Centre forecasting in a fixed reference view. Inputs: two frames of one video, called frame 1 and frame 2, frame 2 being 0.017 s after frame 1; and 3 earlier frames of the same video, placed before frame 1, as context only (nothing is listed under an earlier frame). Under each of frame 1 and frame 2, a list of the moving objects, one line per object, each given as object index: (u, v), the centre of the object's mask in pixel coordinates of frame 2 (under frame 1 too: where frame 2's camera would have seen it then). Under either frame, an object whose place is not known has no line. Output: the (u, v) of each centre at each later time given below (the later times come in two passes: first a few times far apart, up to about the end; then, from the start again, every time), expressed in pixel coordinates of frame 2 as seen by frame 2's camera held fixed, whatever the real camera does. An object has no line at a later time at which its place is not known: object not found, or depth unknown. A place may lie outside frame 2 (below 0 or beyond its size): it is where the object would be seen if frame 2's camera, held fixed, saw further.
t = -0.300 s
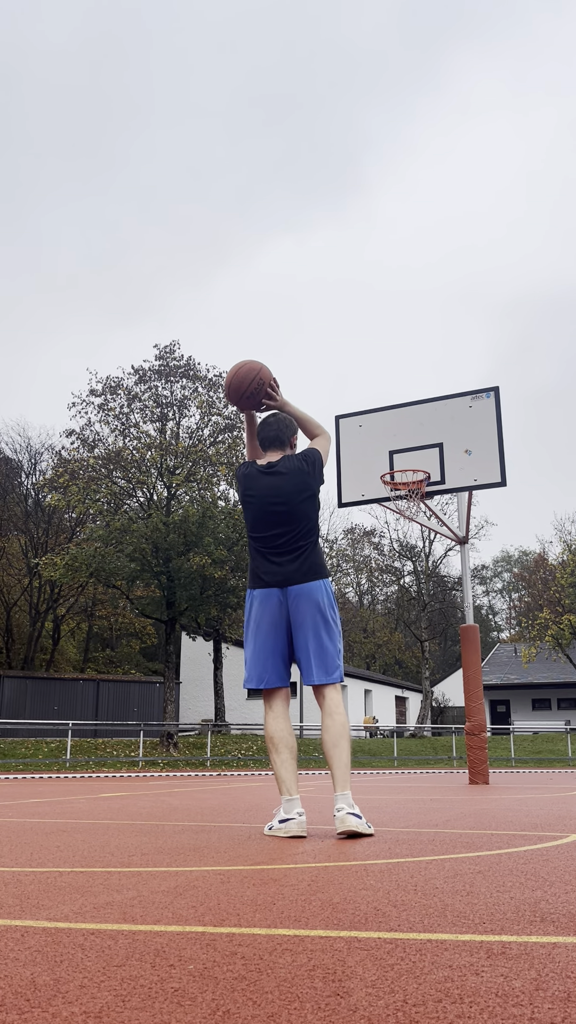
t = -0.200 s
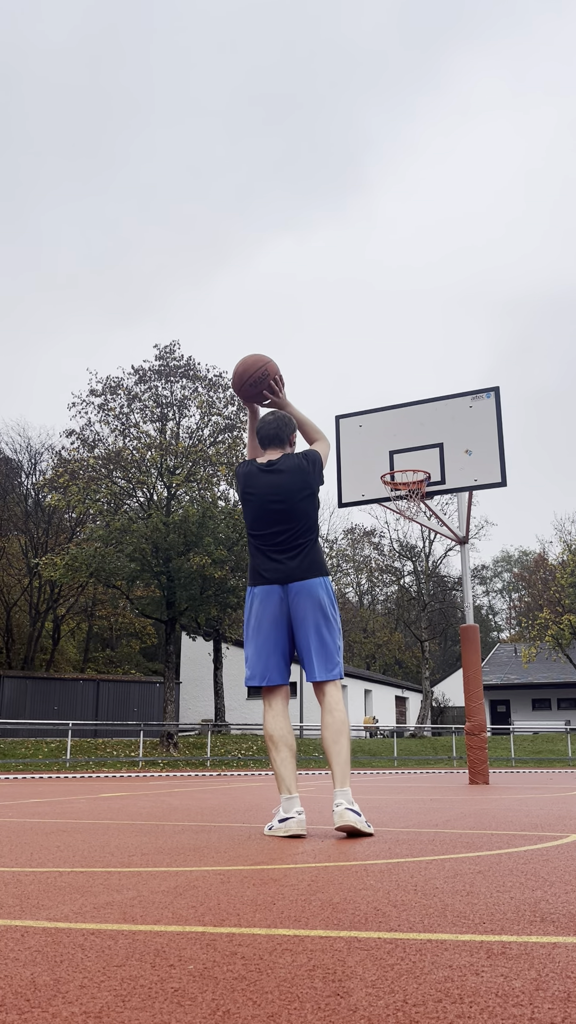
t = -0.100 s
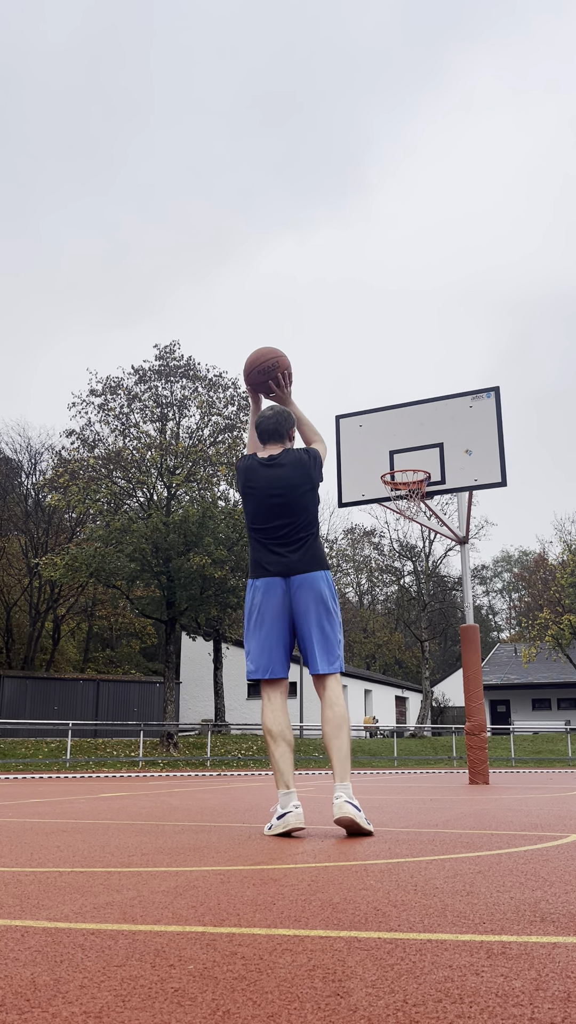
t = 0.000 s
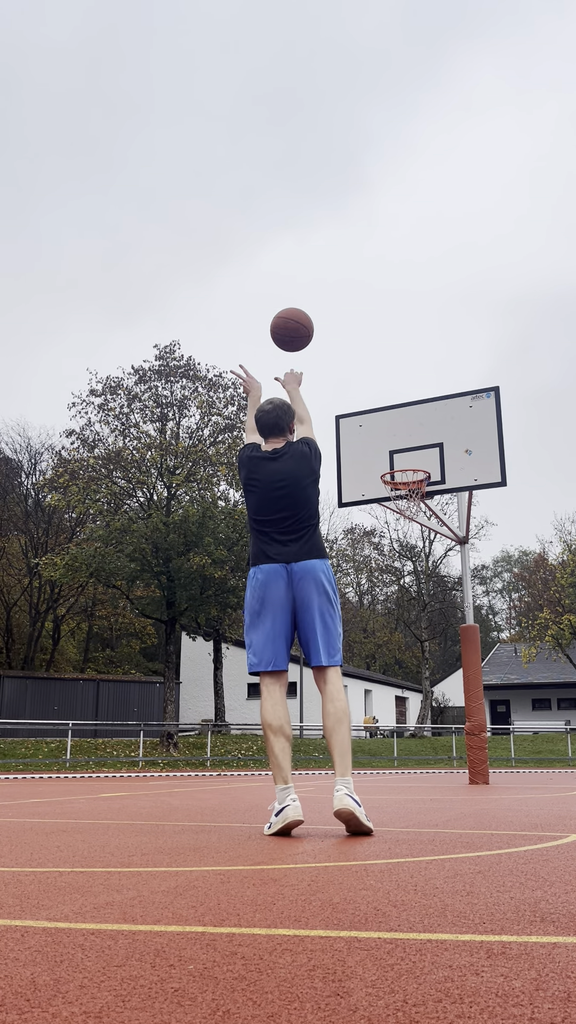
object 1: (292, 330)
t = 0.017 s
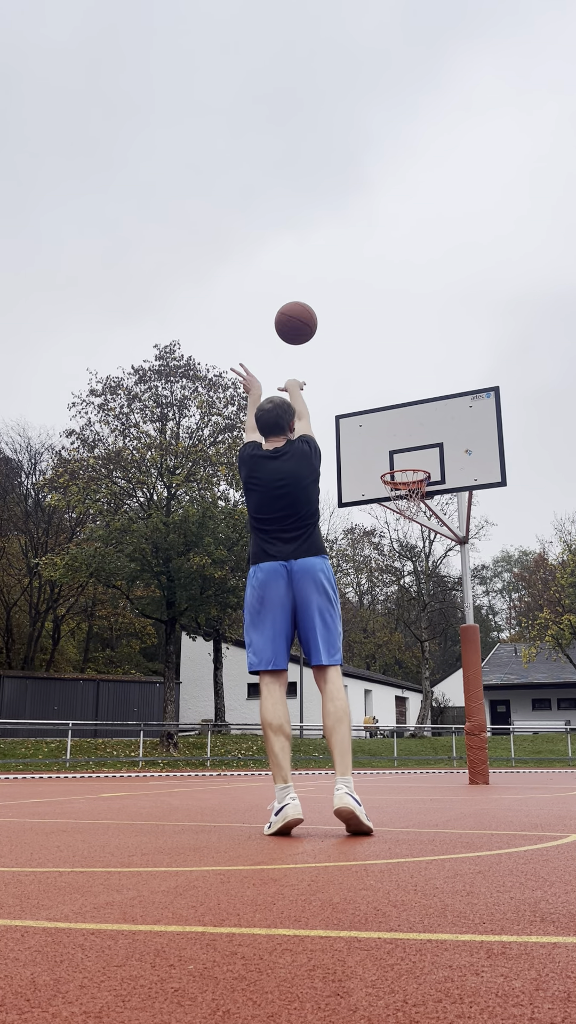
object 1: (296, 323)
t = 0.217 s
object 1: (335, 288)
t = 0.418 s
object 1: (364, 308)
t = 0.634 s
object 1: (389, 370)
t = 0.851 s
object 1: (410, 460)
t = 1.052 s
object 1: (435, 408)
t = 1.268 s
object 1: (465, 393)
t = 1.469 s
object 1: (497, 421)
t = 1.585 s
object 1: (519, 460)
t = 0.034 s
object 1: (300, 317)
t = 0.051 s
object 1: (304, 312)
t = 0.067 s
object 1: (307, 307)
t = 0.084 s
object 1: (311, 303)
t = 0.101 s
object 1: (314, 299)
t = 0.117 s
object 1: (317, 297)
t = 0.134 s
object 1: (320, 294)
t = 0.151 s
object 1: (323, 292)
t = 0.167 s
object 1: (326, 290)
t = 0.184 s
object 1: (329, 289)
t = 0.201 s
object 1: (332, 288)
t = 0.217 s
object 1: (335, 288)
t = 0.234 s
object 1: (338, 288)
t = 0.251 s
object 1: (340, 288)
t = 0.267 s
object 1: (343, 289)
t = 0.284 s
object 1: (345, 290)
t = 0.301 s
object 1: (348, 291)
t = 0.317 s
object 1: (350, 293)
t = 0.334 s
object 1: (353, 295)
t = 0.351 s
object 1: (355, 297)
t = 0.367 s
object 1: (357, 299)
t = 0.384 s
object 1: (359, 302)
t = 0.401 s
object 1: (362, 305)
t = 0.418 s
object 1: (364, 308)
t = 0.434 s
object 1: (366, 312)
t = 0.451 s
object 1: (368, 315)
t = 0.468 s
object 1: (370, 319)
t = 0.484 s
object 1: (372, 323)
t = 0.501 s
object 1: (374, 328)
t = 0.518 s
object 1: (376, 332)
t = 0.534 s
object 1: (378, 337)
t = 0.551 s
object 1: (380, 342)
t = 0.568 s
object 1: (382, 347)
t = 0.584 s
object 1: (384, 353)
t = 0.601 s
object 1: (386, 358)
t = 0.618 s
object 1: (387, 364)
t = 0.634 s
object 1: (389, 370)
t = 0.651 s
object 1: (391, 376)
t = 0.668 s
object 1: (393, 383)
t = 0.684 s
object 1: (394, 389)
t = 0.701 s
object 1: (396, 395)
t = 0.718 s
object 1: (398, 402)
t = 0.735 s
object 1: (399, 409)
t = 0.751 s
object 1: (401, 416)
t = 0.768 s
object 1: (402, 423)
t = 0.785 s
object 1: (404, 431)
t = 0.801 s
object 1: (406, 439)
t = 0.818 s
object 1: (407, 446)
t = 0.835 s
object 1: (409, 454)
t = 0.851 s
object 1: (410, 460)
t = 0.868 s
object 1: (412, 455)
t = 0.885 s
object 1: (414, 450)
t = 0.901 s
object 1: (416, 444)
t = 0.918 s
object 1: (418, 439)
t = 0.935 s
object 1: (420, 435)
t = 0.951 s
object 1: (422, 430)
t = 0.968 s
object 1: (424, 426)
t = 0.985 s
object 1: (426, 422)
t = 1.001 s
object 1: (428, 418)
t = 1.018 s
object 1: (430, 415)
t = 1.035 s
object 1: (433, 411)
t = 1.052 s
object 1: (435, 408)
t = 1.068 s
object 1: (437, 406)
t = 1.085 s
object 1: (439, 403)
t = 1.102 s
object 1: (441, 401)
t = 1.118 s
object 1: (443, 399)
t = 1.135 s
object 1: (446, 397)
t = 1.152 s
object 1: (448, 395)
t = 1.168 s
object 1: (450, 394)
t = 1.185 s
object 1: (453, 393)
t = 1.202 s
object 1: (455, 393)
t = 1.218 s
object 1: (457, 392)
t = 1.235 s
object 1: (460, 392)
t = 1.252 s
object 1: (462, 392)
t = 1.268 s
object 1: (465, 393)
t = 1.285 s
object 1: (467, 393)
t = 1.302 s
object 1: (470, 394)
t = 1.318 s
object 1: (472, 396)
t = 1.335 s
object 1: (475, 397)
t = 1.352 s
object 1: (478, 399)
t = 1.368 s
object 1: (480, 401)
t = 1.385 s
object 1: (483, 404)
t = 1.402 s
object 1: (486, 406)
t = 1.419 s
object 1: (489, 410)
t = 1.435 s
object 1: (491, 413)
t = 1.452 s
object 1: (494, 417)
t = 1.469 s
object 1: (497, 421)
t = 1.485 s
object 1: (500, 425)
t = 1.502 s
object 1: (503, 430)
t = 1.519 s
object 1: (506, 435)
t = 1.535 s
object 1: (510, 441)
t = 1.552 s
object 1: (513, 447)
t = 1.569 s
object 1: (516, 453)
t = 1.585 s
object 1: (519, 460)
